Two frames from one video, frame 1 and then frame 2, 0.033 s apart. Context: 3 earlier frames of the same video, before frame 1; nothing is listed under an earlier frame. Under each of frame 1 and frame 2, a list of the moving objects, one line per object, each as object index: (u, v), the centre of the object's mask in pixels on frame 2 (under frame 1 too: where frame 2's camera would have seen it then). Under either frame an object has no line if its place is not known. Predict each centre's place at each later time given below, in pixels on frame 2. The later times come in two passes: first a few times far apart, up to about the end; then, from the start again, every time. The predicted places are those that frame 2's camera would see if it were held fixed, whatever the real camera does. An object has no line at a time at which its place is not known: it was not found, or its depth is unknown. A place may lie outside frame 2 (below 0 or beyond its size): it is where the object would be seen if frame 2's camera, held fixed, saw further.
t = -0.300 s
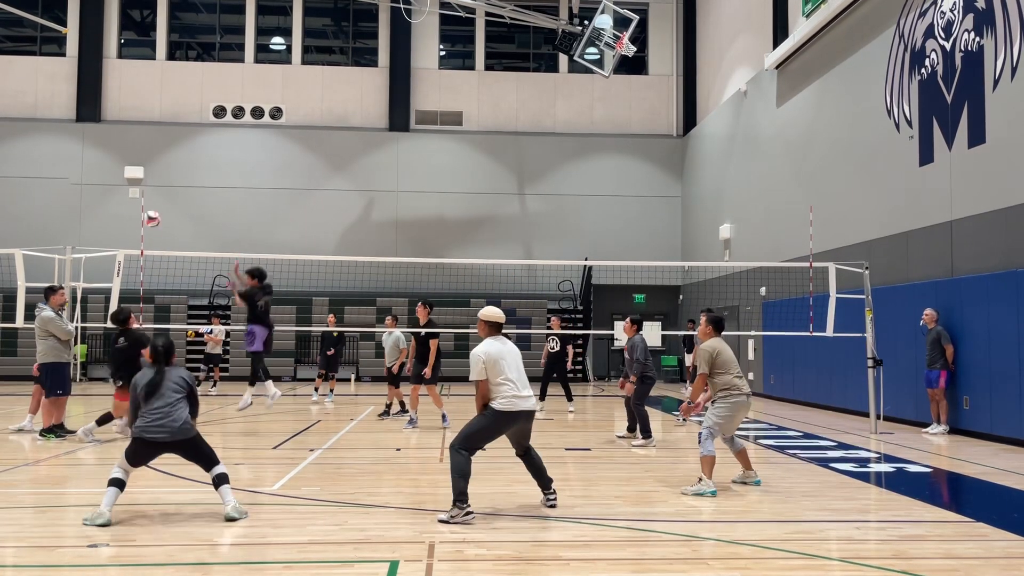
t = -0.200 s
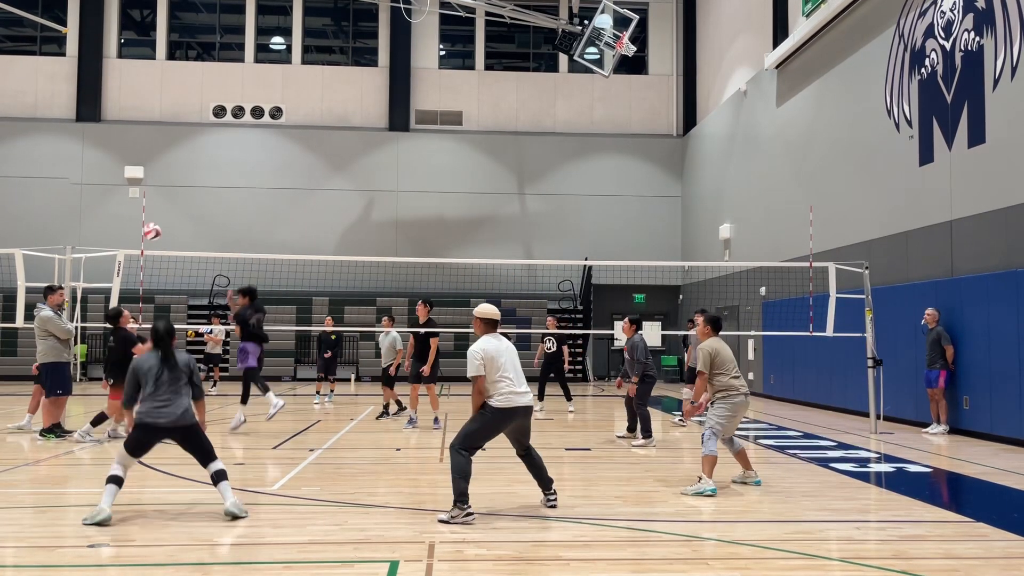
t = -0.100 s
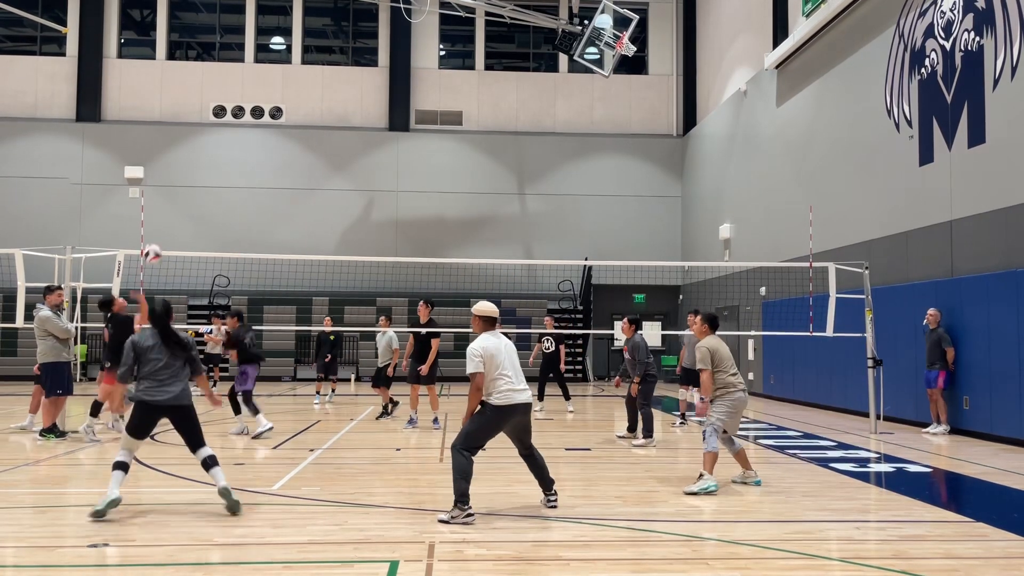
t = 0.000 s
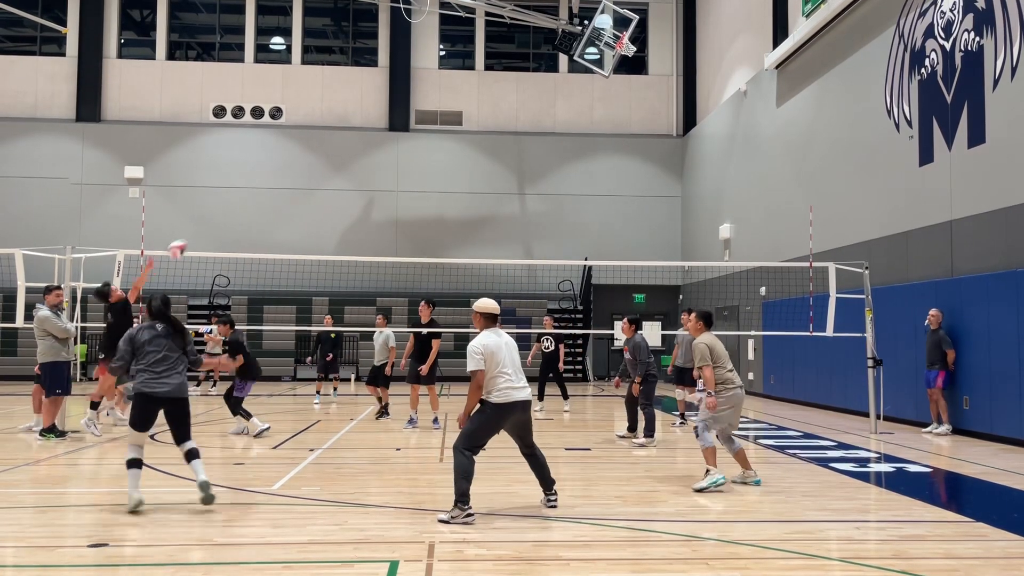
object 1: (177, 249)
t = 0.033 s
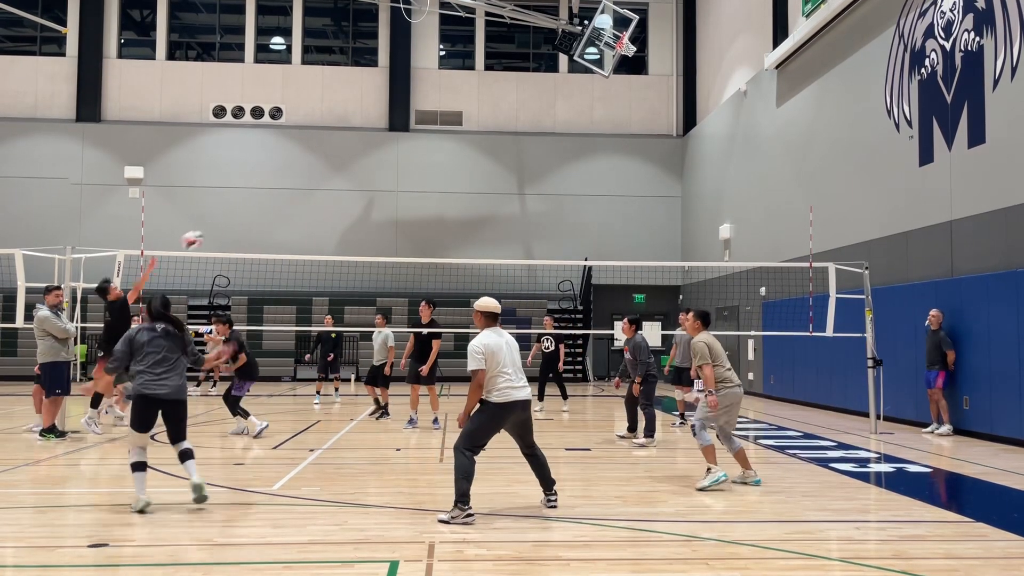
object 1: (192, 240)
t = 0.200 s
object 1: (265, 208)
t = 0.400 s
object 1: (349, 200)
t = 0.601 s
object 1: (428, 225)
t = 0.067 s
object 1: (207, 232)
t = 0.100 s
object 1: (222, 224)
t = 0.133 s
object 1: (236, 217)
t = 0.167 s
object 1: (252, 212)
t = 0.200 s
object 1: (265, 208)
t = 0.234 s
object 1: (280, 204)
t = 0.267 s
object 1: (293, 202)
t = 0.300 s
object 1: (308, 200)
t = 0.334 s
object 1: (322, 199)
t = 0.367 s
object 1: (336, 199)
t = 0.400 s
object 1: (349, 200)
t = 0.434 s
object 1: (362, 203)
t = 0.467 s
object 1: (375, 205)
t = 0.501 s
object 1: (389, 209)
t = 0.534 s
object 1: (402, 213)
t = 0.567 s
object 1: (415, 219)
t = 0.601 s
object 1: (428, 225)
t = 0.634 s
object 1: (440, 232)
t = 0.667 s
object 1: (453, 239)
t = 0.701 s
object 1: (465, 248)
